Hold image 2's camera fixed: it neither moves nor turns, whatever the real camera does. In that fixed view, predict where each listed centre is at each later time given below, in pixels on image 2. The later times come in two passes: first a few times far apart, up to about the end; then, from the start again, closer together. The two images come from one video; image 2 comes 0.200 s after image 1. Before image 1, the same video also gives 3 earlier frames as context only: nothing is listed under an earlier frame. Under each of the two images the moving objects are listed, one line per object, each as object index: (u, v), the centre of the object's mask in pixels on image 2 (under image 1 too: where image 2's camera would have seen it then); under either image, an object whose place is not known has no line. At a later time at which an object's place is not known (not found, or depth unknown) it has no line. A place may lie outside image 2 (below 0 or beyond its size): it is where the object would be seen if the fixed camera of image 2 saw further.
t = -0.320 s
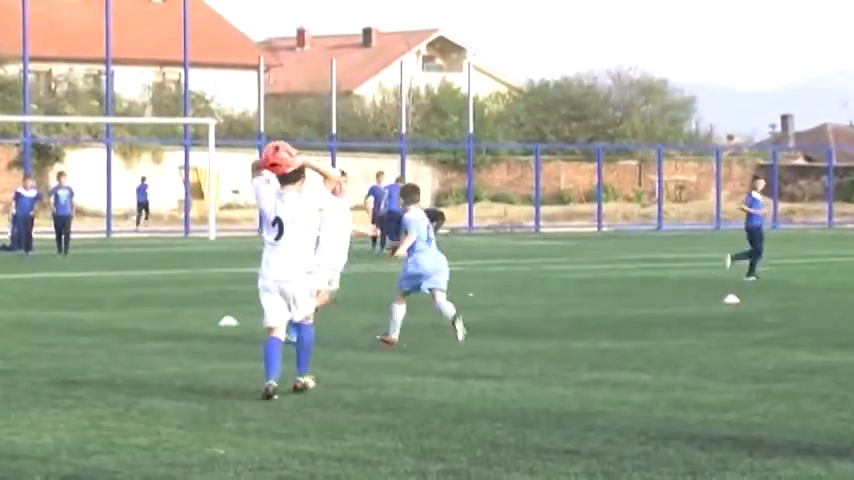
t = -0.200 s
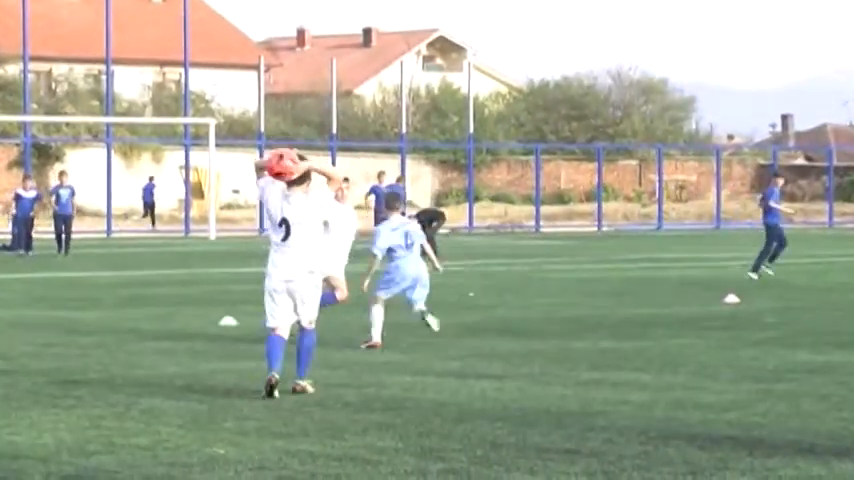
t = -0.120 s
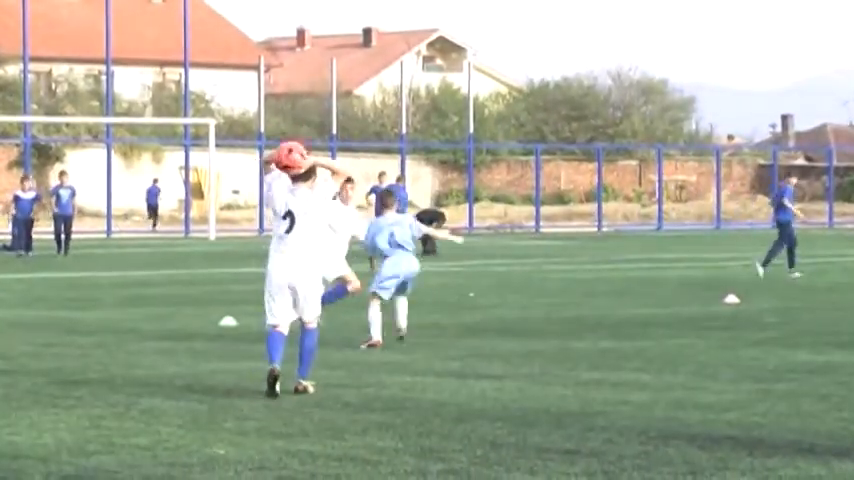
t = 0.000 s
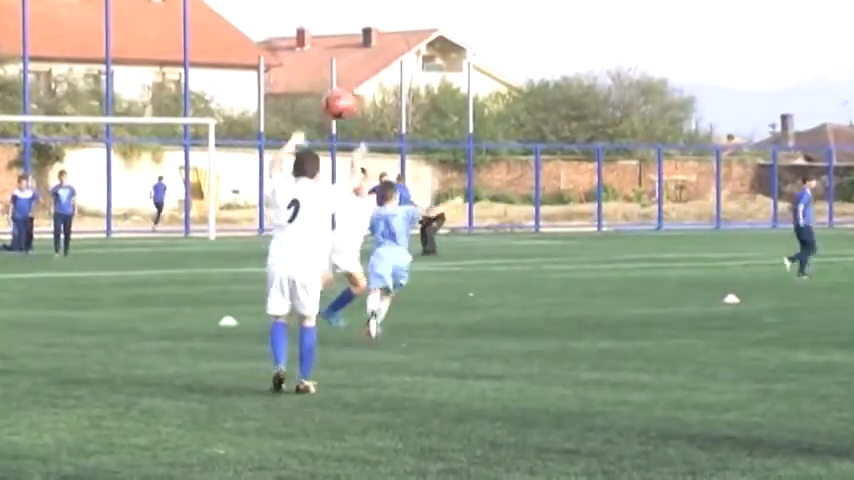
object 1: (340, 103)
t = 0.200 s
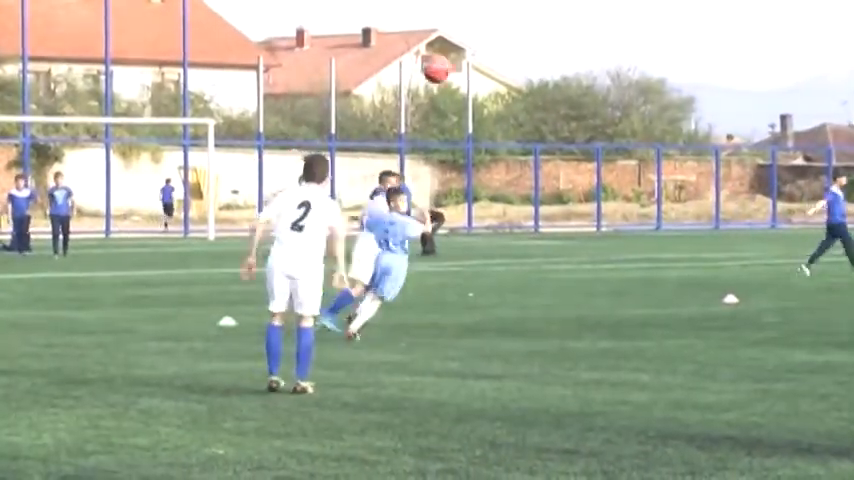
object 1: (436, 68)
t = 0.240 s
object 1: (455, 71)
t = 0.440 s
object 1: (537, 103)
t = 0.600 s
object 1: (596, 160)
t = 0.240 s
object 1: (455, 71)
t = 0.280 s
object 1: (471, 72)
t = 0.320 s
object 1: (488, 78)
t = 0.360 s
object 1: (507, 86)
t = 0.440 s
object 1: (537, 103)
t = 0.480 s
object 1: (552, 116)
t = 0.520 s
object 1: (567, 129)
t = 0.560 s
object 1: (582, 145)
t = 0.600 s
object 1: (596, 160)
